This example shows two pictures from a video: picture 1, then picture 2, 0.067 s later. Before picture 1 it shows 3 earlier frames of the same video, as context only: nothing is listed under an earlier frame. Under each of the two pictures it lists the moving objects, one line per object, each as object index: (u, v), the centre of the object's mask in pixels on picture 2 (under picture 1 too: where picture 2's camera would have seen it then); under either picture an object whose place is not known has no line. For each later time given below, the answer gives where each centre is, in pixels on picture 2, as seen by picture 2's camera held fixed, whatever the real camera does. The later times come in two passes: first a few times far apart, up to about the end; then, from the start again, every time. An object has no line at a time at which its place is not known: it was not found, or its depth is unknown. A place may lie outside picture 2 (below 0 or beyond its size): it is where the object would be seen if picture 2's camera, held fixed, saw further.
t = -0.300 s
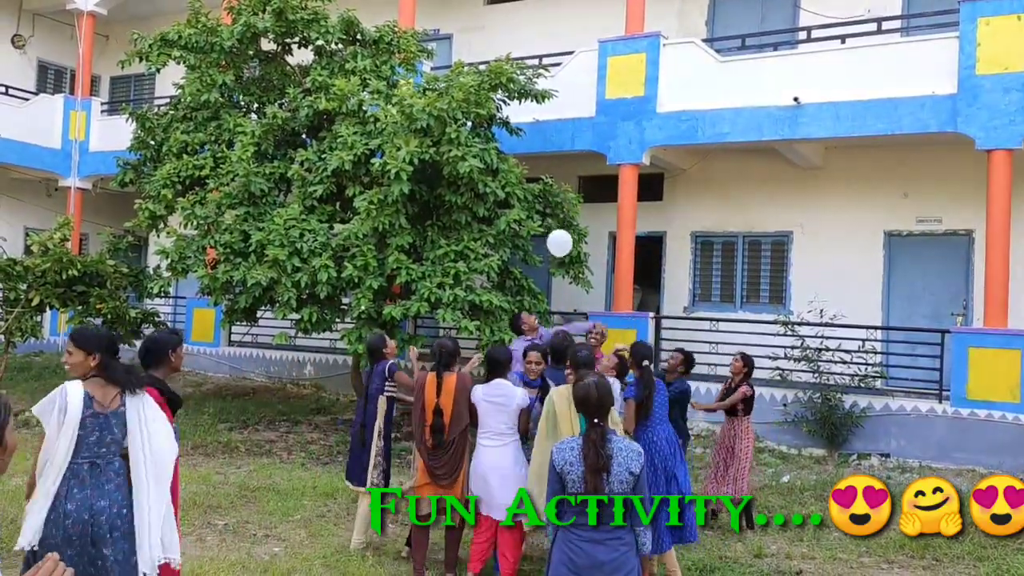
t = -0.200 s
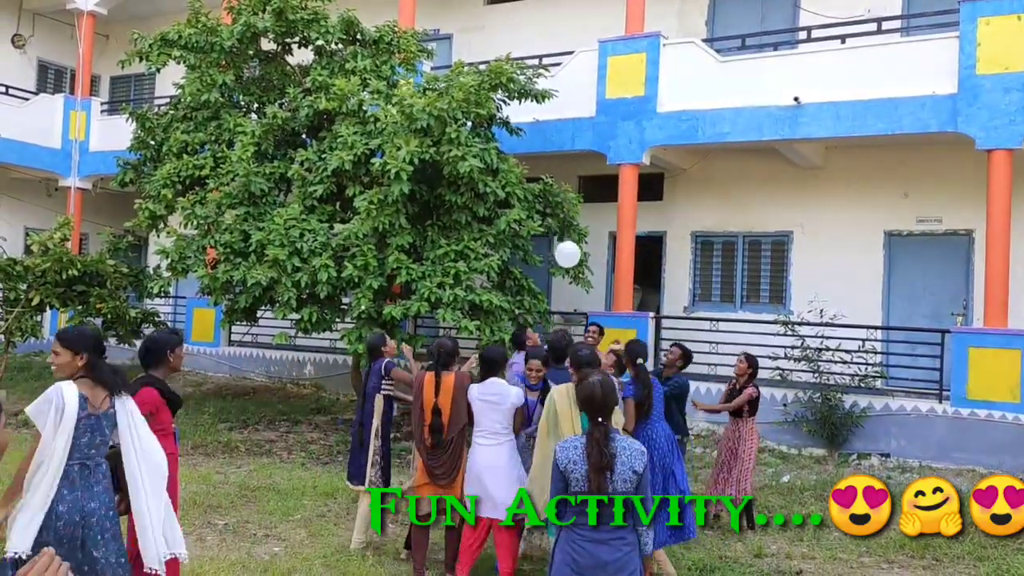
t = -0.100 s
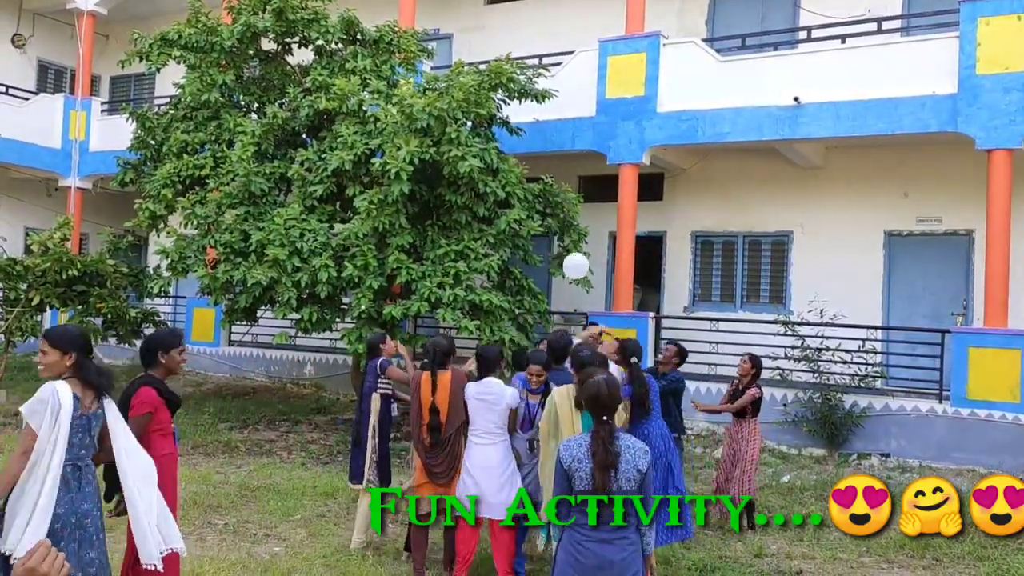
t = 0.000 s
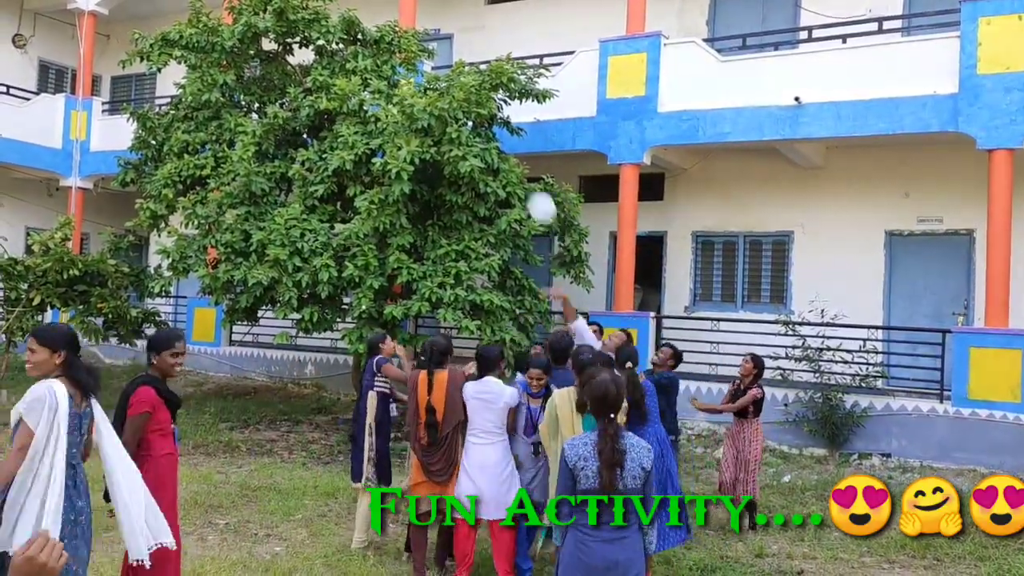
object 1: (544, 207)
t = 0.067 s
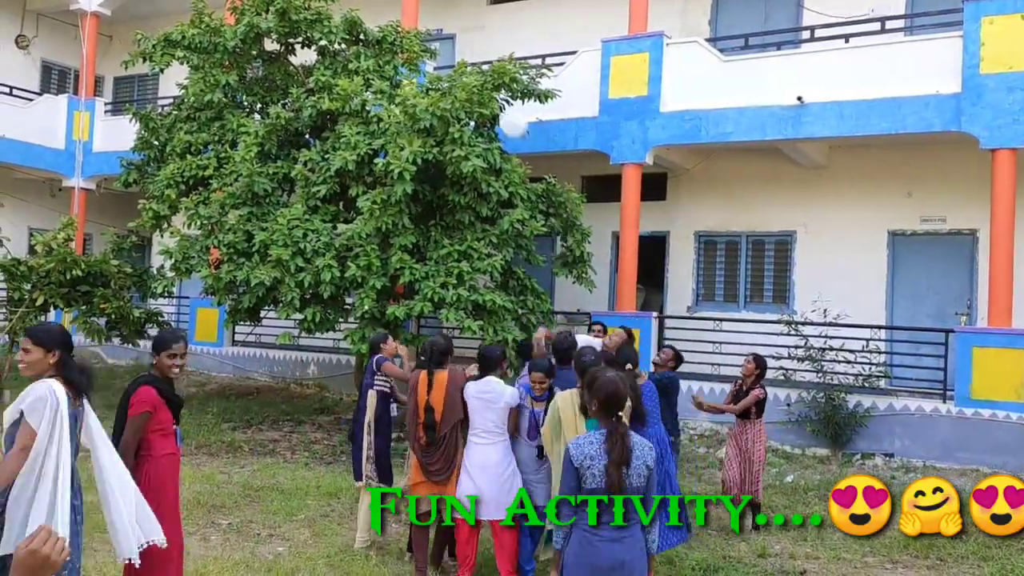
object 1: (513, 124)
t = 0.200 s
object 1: (475, 59)
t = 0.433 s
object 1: (432, 27)
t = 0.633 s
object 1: (405, 23)
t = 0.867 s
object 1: (388, 35)
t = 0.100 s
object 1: (501, 98)
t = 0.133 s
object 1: (492, 81)
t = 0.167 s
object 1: (483, 69)
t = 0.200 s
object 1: (475, 59)
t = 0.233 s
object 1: (467, 51)
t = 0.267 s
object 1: (461, 46)
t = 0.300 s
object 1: (454, 40)
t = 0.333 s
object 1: (449, 36)
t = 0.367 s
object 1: (444, 33)
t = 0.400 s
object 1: (438, 29)
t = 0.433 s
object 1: (432, 27)
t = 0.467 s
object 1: (427, 25)
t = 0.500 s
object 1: (422, 24)
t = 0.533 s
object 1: (418, 23)
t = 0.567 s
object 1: (413, 23)
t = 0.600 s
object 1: (409, 23)
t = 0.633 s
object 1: (405, 23)
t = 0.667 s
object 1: (402, 25)
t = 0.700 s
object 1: (399, 26)
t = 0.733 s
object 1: (397, 28)
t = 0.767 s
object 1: (394, 30)
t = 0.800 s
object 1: (392, 31)
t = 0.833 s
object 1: (390, 33)
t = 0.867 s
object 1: (388, 35)
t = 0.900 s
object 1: (387, 37)
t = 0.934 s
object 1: (385, 39)
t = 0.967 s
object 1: (383, 41)
